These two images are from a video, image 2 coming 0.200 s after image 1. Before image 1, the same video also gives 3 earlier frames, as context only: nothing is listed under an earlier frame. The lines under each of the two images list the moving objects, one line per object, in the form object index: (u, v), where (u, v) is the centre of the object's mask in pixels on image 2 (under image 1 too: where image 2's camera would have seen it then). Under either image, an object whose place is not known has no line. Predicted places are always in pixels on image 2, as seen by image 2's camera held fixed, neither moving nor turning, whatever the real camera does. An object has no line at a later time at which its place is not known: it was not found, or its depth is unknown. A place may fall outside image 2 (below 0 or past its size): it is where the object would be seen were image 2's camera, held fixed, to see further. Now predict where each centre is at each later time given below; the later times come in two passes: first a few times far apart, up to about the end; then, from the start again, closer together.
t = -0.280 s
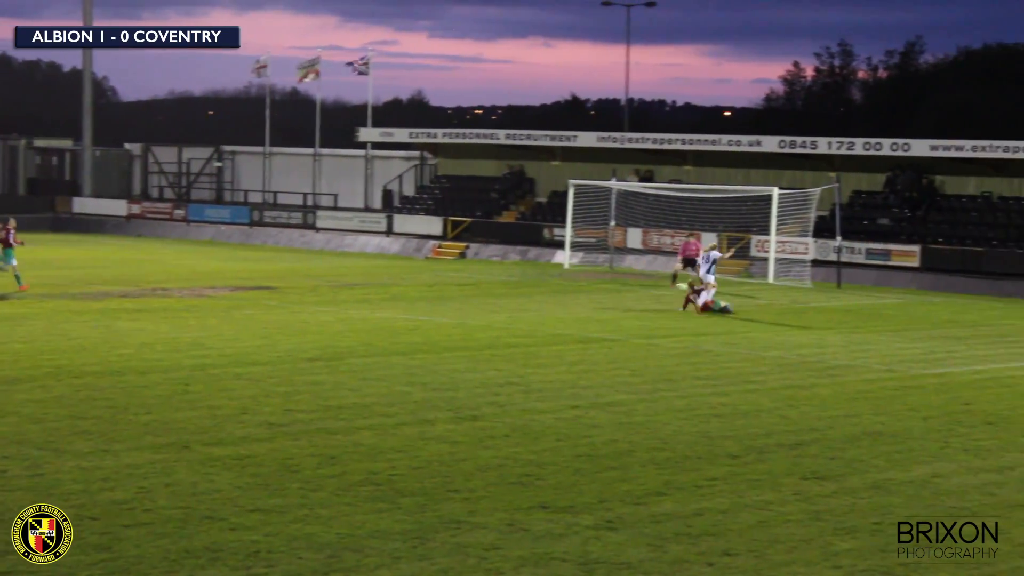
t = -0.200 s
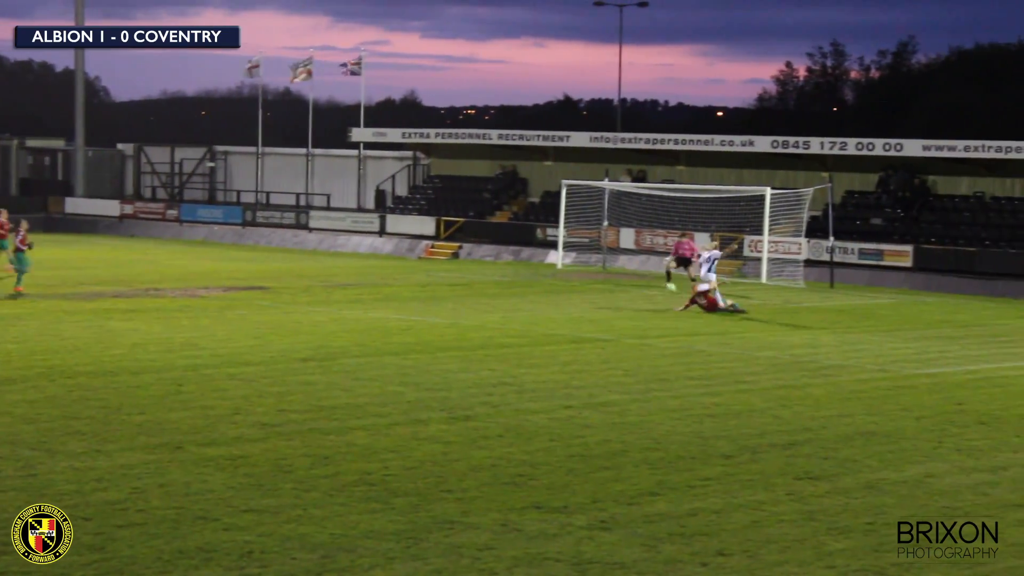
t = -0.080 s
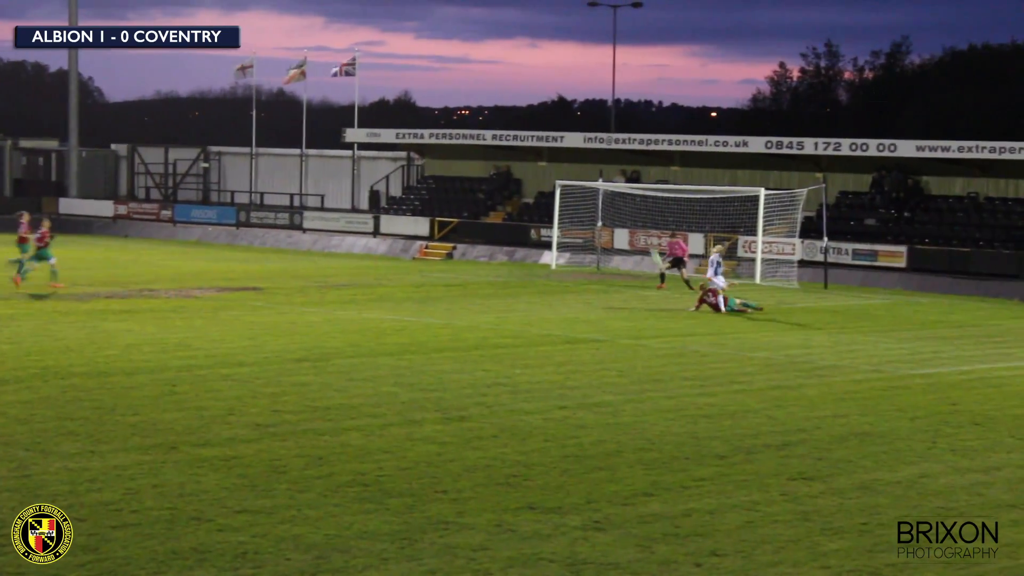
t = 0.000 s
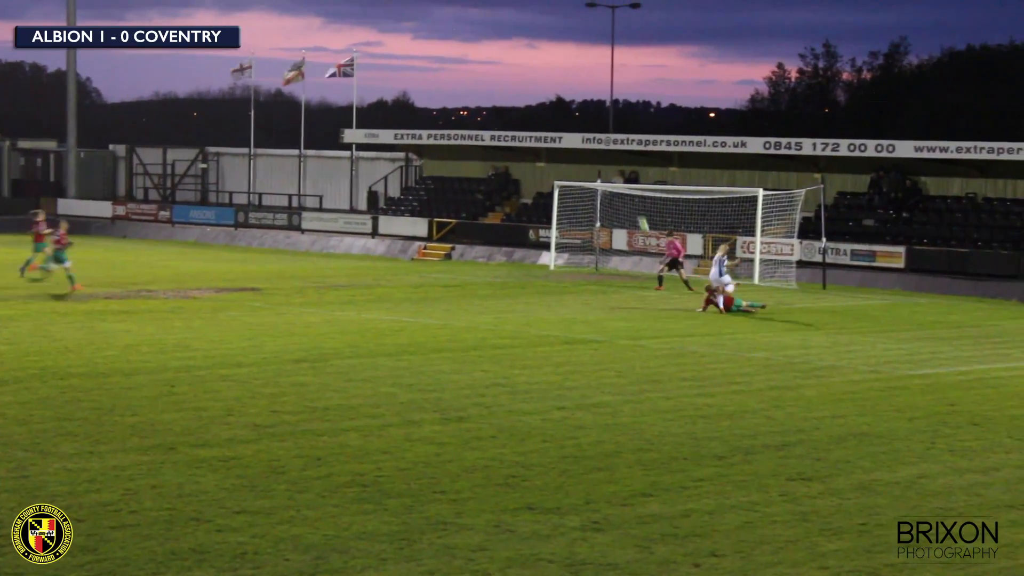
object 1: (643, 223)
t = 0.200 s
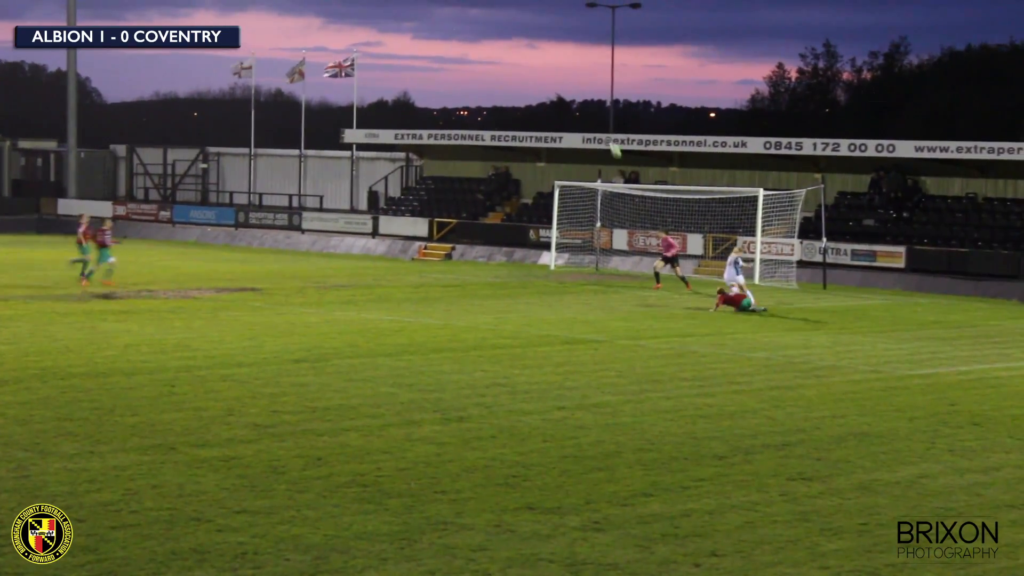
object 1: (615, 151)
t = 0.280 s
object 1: (604, 125)
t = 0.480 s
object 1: (575, 70)
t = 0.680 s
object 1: (544, 32)
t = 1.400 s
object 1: (425, 25)
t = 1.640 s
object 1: (383, 69)
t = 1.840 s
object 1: (346, 123)
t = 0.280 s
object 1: (604, 125)
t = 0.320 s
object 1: (598, 112)
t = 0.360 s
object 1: (592, 101)
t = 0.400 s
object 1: (586, 89)
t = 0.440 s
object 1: (580, 80)
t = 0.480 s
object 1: (575, 70)
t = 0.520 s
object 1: (568, 61)
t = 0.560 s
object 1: (562, 53)
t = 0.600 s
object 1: (556, 45)
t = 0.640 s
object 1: (550, 38)
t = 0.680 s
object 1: (544, 32)
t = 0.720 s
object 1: (537, 26)
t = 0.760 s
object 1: (531, 20)
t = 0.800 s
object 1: (525, 16)
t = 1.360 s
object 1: (432, 20)
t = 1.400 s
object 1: (425, 25)
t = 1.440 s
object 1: (418, 31)
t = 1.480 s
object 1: (412, 37)
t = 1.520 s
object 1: (404, 45)
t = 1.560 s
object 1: (397, 52)
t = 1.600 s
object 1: (390, 60)
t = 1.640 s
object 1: (383, 69)
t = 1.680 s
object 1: (376, 78)
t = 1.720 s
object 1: (369, 88)
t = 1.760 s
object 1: (361, 100)
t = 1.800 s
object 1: (354, 111)
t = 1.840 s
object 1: (346, 123)
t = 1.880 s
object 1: (339, 136)
